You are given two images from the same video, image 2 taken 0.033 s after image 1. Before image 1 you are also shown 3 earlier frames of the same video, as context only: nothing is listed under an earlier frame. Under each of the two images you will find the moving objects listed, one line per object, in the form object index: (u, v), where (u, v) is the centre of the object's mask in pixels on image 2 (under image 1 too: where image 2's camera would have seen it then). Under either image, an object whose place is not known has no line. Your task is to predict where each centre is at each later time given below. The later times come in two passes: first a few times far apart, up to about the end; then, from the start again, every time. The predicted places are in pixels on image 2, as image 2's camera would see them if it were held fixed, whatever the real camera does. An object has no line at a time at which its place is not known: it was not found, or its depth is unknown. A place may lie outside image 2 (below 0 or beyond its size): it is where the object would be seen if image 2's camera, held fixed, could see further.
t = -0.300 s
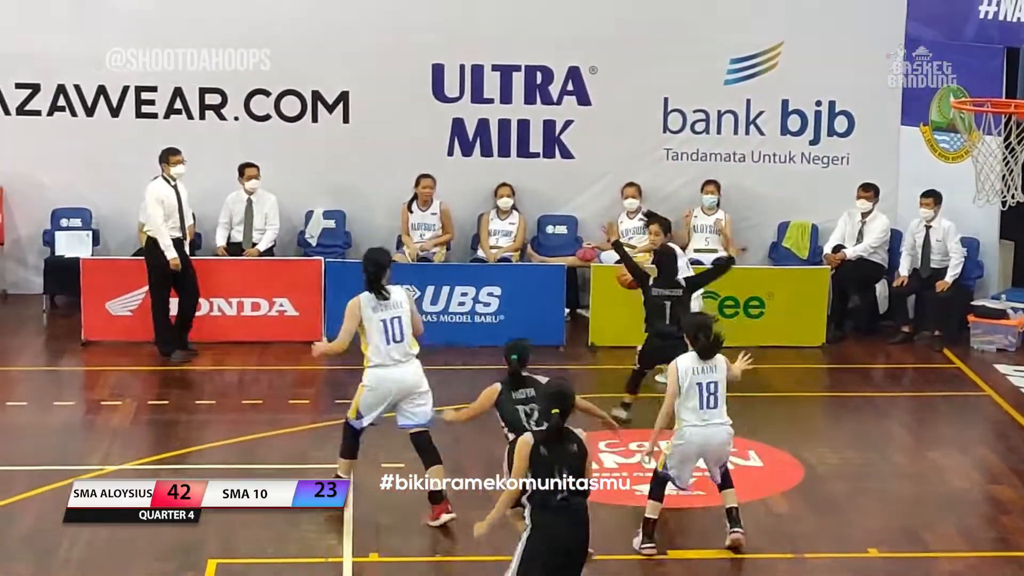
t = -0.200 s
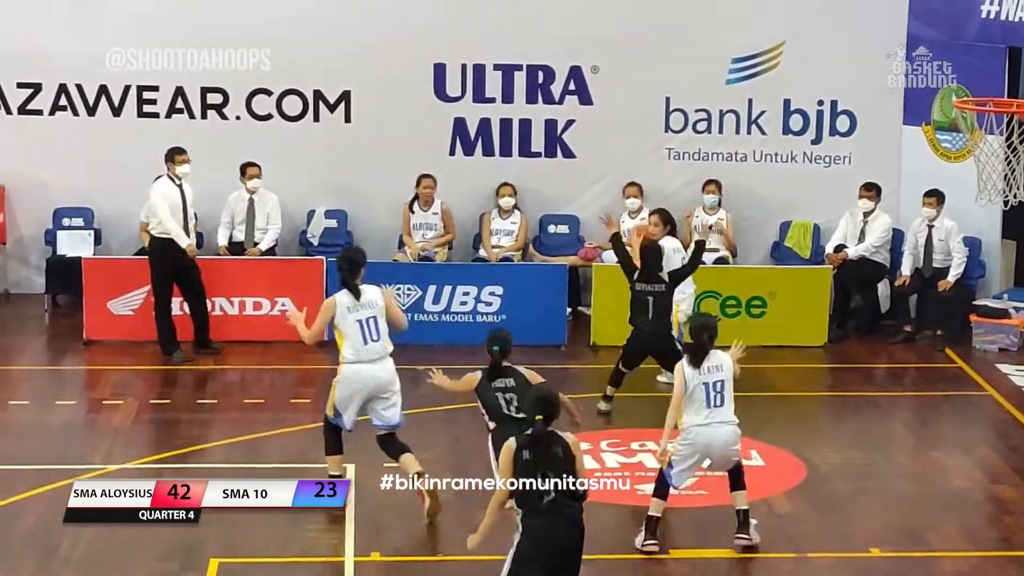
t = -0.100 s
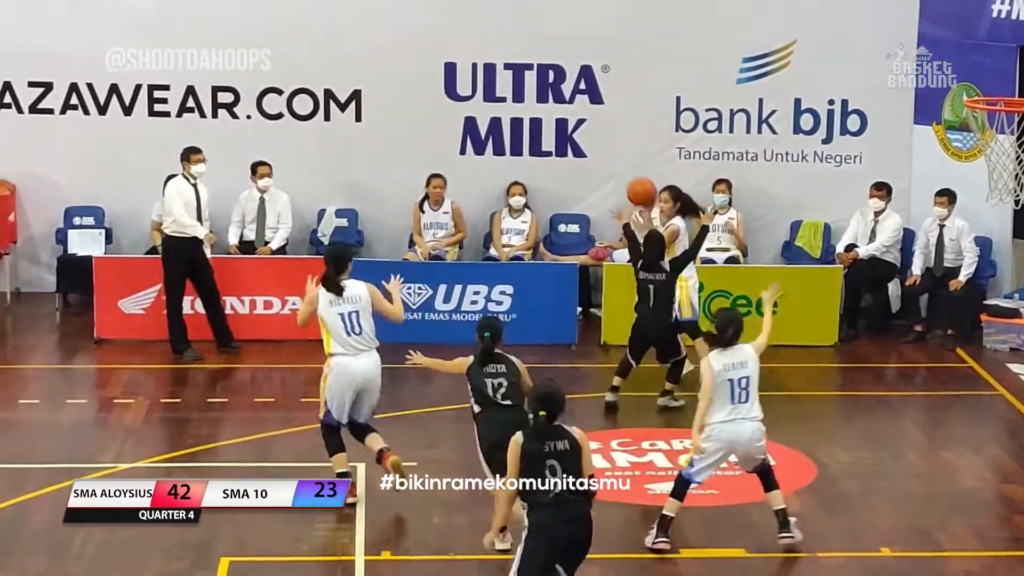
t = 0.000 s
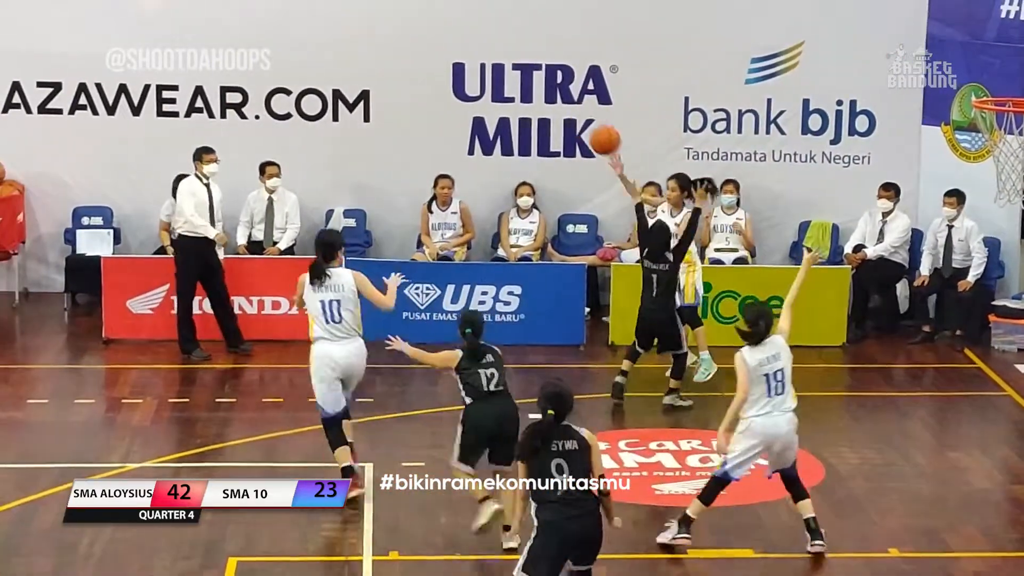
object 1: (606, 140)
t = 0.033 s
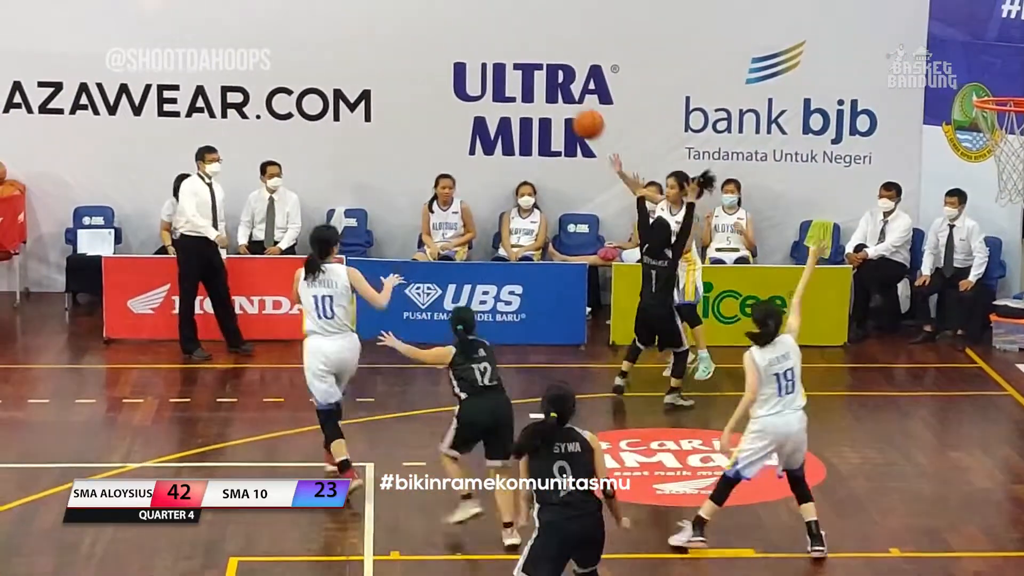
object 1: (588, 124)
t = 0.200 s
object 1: (496, 65)
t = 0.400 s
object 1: (379, 42)
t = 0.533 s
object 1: (297, 56)
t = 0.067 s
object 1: (570, 110)
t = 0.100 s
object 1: (552, 97)
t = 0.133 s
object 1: (534, 86)
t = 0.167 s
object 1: (515, 75)
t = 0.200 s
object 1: (496, 65)
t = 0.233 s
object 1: (477, 58)
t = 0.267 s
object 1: (458, 52)
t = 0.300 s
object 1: (439, 48)
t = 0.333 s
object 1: (419, 44)
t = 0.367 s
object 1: (399, 42)
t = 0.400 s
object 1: (379, 42)
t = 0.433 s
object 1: (359, 43)
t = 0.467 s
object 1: (339, 46)
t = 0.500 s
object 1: (317, 50)
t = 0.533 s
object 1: (297, 56)
